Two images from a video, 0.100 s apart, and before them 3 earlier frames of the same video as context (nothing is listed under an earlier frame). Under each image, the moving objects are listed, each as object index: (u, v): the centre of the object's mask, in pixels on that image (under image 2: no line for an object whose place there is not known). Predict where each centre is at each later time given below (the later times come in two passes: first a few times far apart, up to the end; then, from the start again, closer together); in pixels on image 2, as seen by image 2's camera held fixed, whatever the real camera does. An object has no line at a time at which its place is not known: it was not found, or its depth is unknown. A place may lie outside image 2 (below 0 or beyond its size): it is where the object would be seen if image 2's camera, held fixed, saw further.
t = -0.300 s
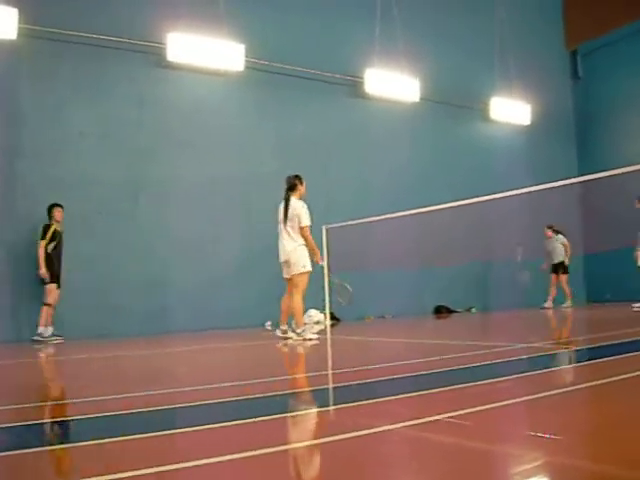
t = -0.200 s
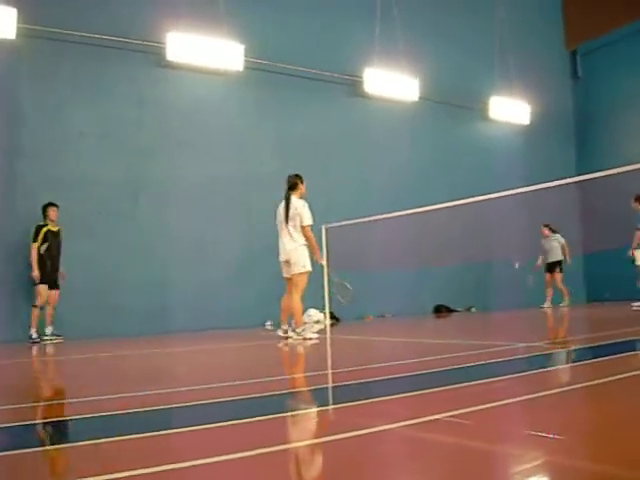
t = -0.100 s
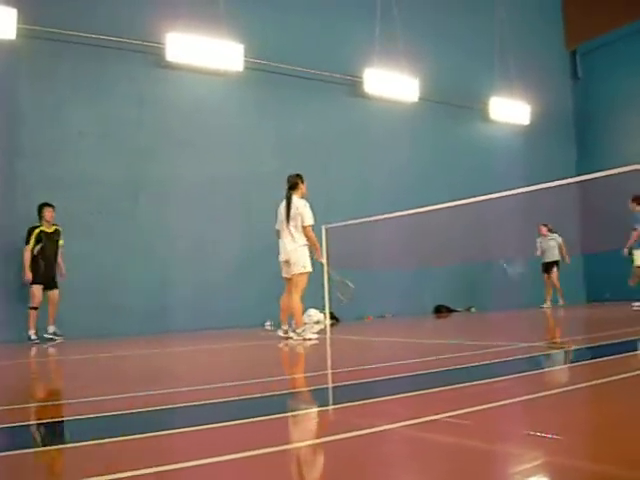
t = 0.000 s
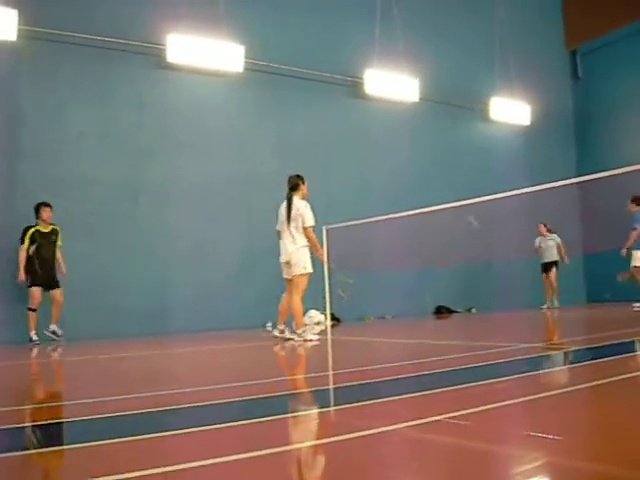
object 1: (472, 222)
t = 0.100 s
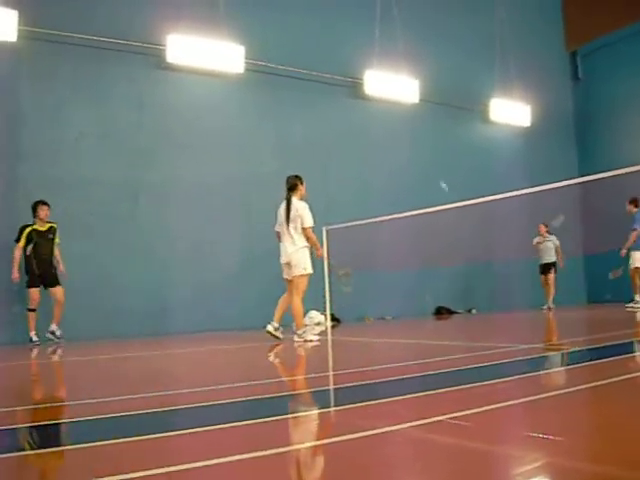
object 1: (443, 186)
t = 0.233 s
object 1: (409, 154)
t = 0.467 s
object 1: (353, 132)
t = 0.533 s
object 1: (338, 133)
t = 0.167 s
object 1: (426, 168)
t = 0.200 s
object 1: (418, 161)
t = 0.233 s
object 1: (409, 154)
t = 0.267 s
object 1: (402, 148)
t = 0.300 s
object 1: (393, 143)
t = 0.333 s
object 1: (385, 139)
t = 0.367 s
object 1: (376, 135)
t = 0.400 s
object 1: (368, 133)
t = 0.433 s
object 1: (361, 132)
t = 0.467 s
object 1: (353, 132)
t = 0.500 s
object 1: (345, 132)
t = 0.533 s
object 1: (338, 133)
